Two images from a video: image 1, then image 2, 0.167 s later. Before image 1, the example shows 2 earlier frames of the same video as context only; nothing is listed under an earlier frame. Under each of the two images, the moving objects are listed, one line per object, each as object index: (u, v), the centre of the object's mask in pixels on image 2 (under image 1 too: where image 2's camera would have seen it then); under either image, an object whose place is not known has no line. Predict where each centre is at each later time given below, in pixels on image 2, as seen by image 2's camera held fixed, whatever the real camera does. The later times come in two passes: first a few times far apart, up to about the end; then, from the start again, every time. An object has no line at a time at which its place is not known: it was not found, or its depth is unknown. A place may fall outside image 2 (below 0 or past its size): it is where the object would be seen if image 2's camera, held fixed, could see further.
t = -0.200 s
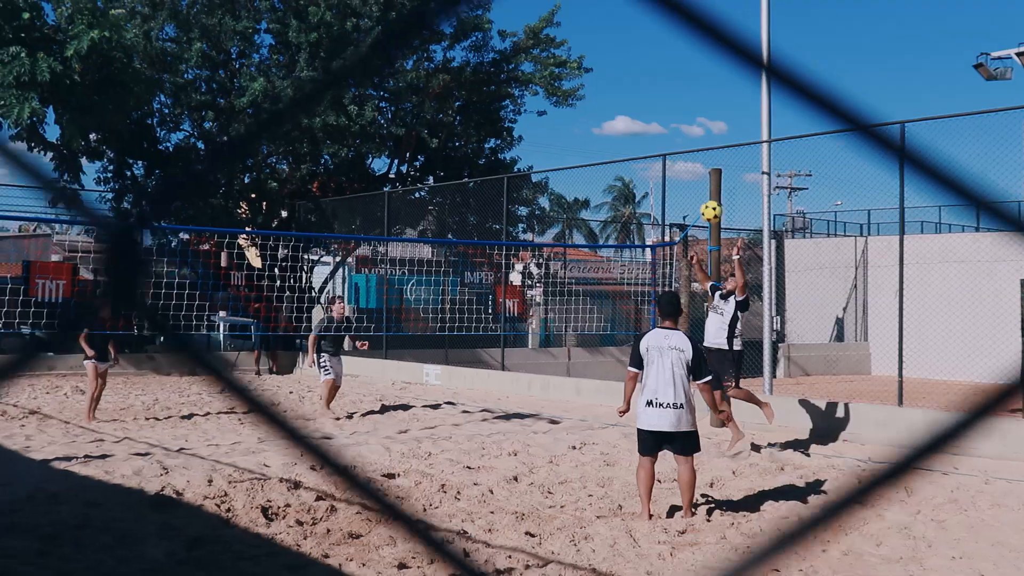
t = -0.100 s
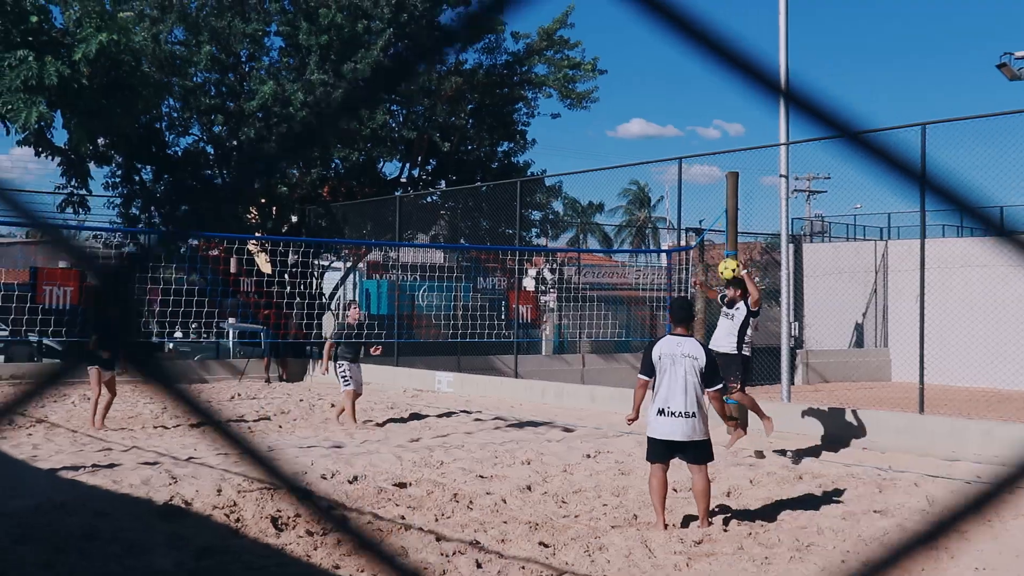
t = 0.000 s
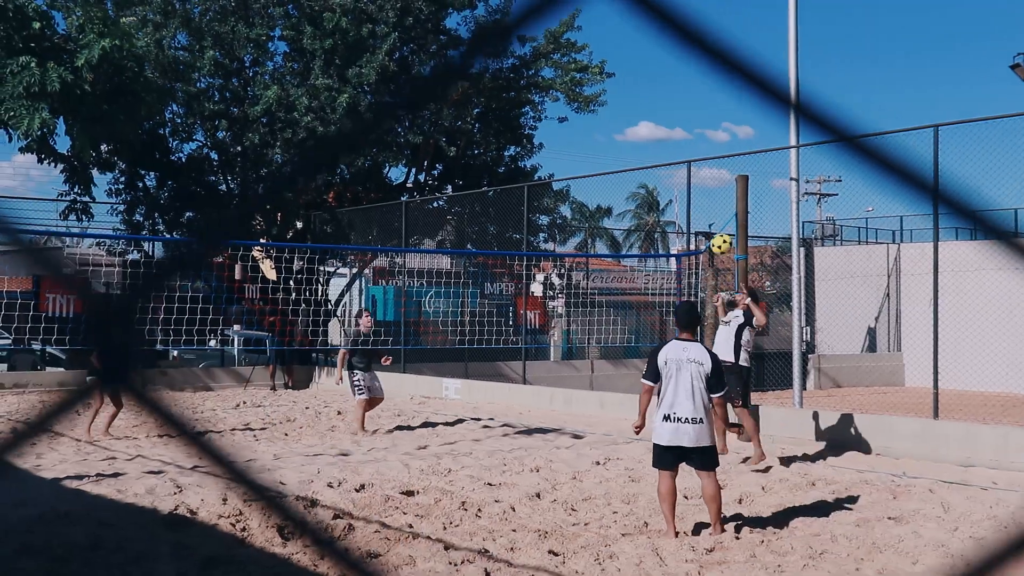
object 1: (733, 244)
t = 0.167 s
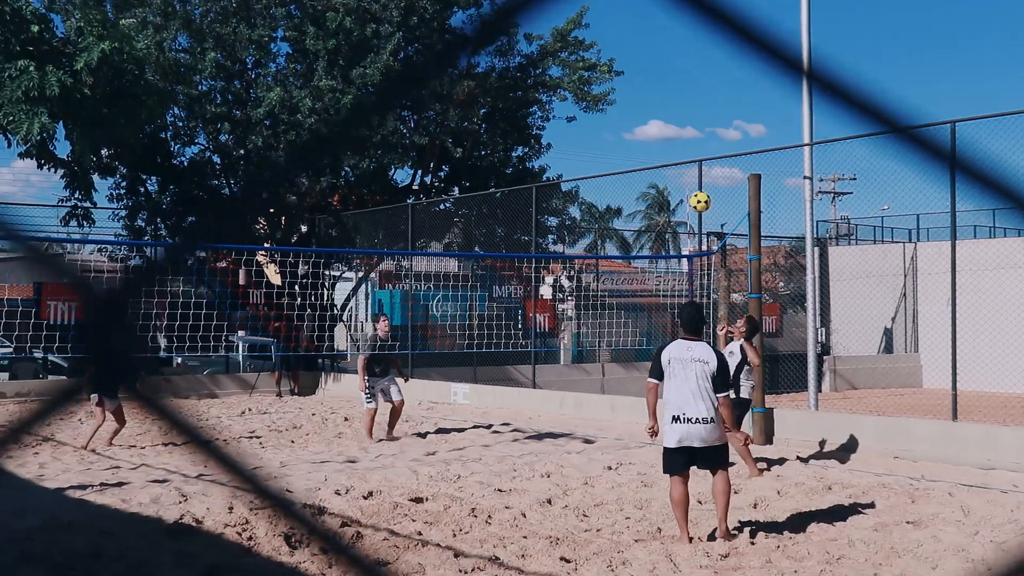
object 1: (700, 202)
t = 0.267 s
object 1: (680, 190)
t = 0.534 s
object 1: (632, 205)
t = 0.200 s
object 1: (693, 197)
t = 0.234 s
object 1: (687, 193)
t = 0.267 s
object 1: (680, 190)
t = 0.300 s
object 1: (674, 188)
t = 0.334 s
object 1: (668, 187)
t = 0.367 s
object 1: (662, 188)
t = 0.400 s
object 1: (656, 189)
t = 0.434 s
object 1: (649, 191)
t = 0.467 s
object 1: (644, 195)
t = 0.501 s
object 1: (637, 199)
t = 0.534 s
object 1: (632, 205)
